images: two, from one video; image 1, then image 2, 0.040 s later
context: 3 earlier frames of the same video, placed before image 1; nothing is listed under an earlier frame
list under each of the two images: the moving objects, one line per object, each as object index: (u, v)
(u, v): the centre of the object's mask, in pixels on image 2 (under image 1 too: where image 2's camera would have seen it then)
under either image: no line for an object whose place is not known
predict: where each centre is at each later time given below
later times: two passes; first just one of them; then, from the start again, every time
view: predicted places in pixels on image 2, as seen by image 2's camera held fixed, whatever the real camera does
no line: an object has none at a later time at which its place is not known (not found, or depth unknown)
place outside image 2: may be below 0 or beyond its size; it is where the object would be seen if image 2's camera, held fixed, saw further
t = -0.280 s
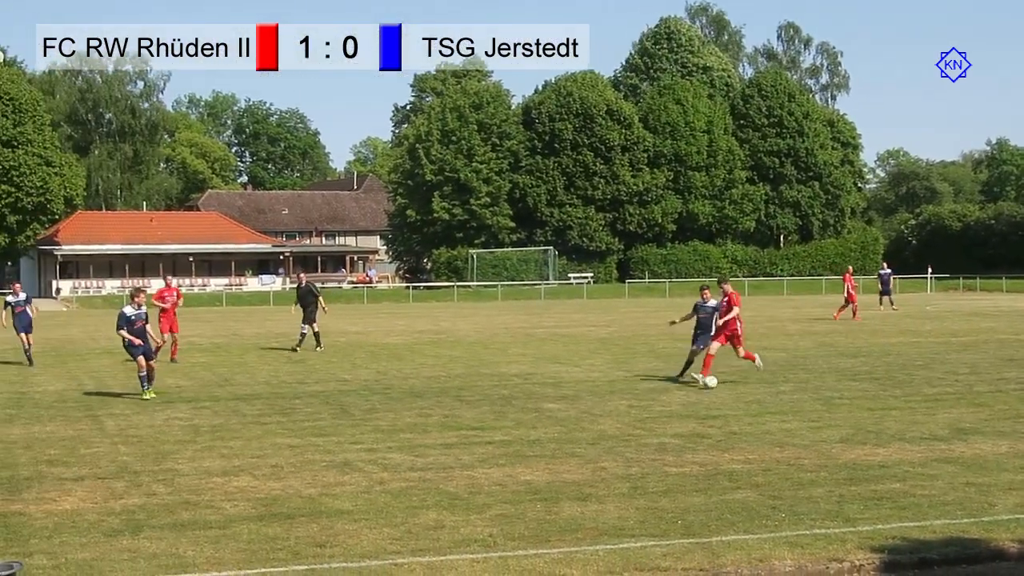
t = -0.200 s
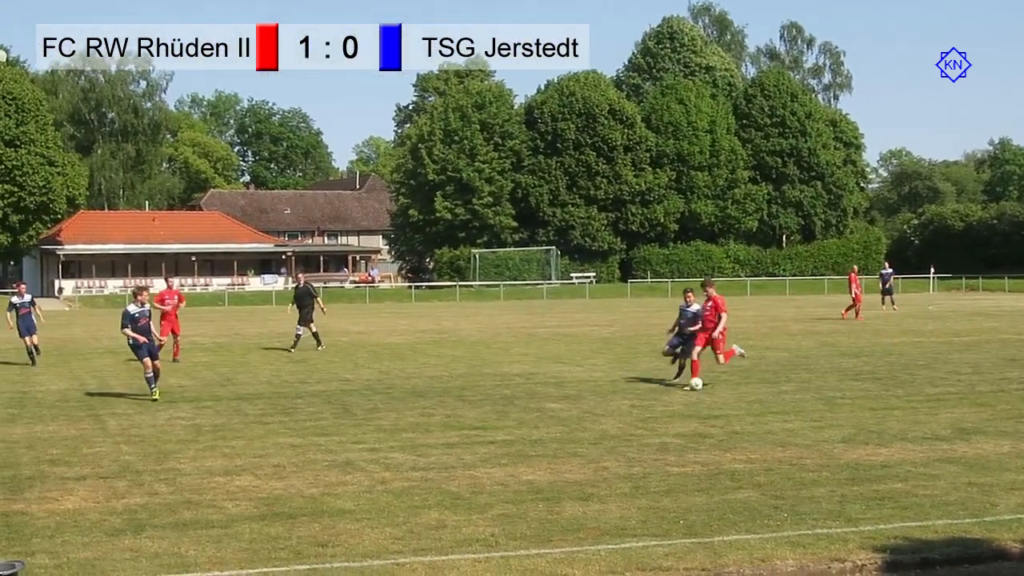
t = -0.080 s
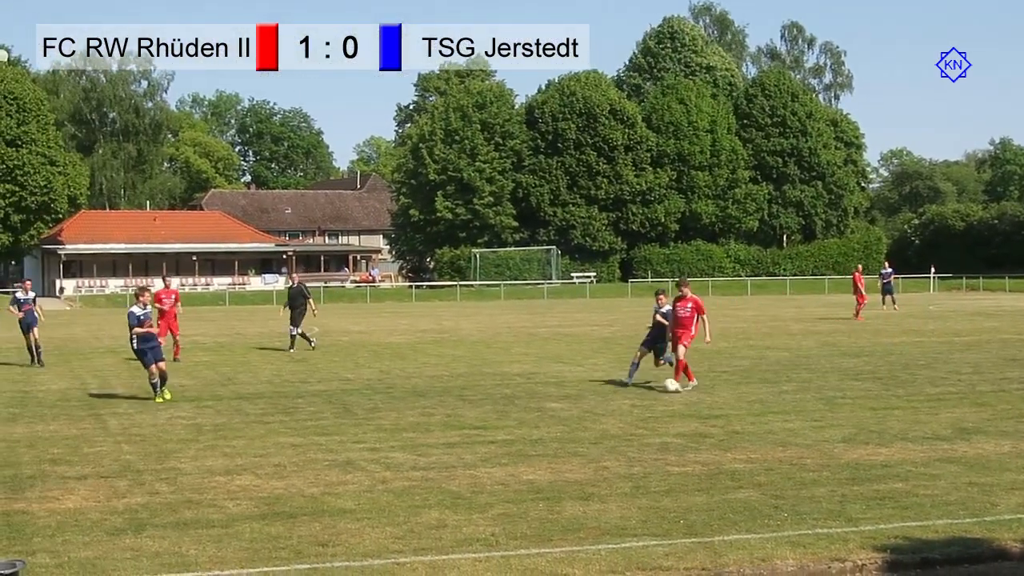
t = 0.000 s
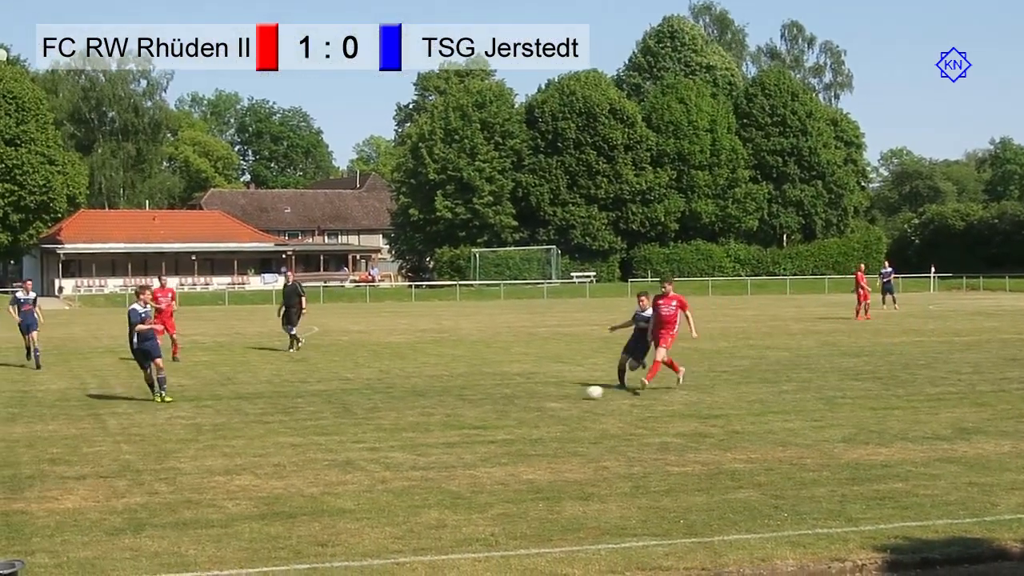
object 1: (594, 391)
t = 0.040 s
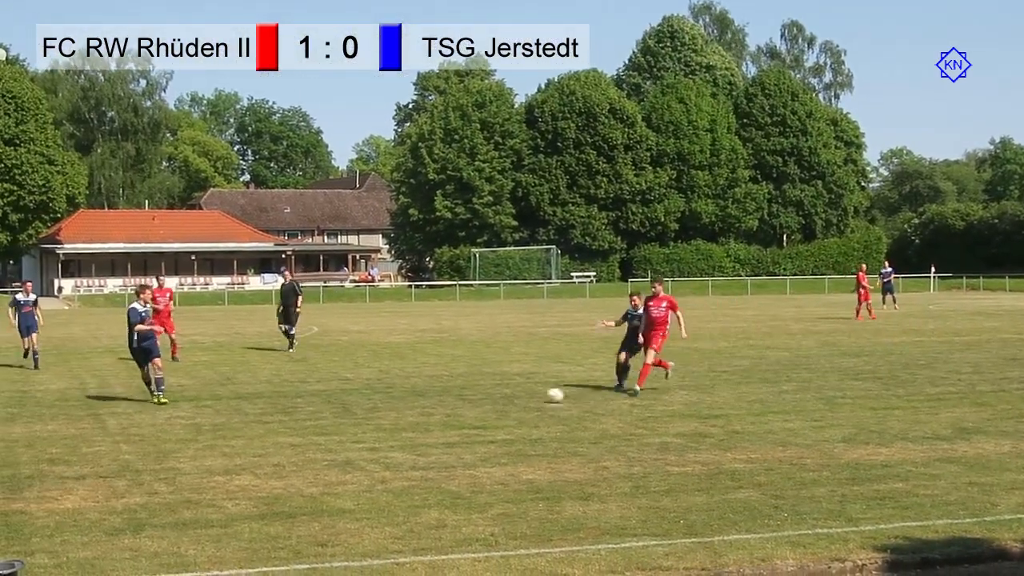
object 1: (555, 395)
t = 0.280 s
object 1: (297, 415)
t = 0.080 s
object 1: (515, 397)
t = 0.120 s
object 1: (473, 401)
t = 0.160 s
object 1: (429, 407)
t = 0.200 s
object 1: (384, 411)
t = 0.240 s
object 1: (341, 413)
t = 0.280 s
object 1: (297, 415)
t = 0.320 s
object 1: (250, 419)
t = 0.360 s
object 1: (203, 425)
